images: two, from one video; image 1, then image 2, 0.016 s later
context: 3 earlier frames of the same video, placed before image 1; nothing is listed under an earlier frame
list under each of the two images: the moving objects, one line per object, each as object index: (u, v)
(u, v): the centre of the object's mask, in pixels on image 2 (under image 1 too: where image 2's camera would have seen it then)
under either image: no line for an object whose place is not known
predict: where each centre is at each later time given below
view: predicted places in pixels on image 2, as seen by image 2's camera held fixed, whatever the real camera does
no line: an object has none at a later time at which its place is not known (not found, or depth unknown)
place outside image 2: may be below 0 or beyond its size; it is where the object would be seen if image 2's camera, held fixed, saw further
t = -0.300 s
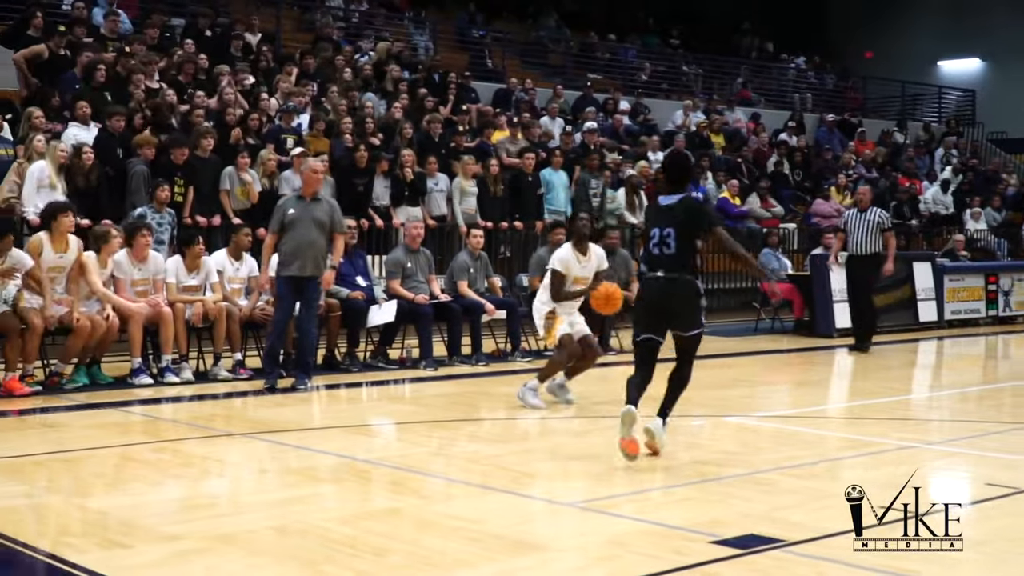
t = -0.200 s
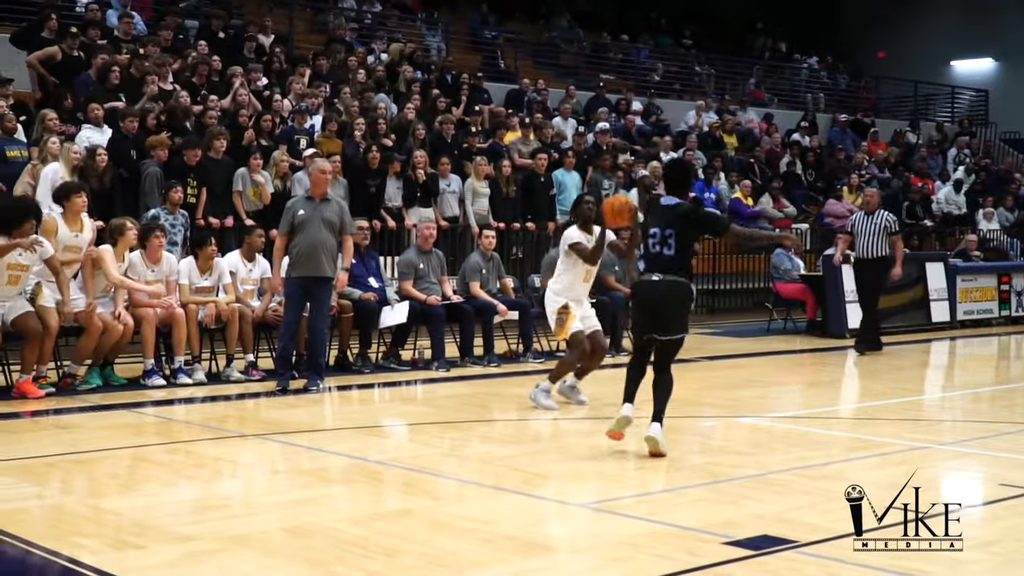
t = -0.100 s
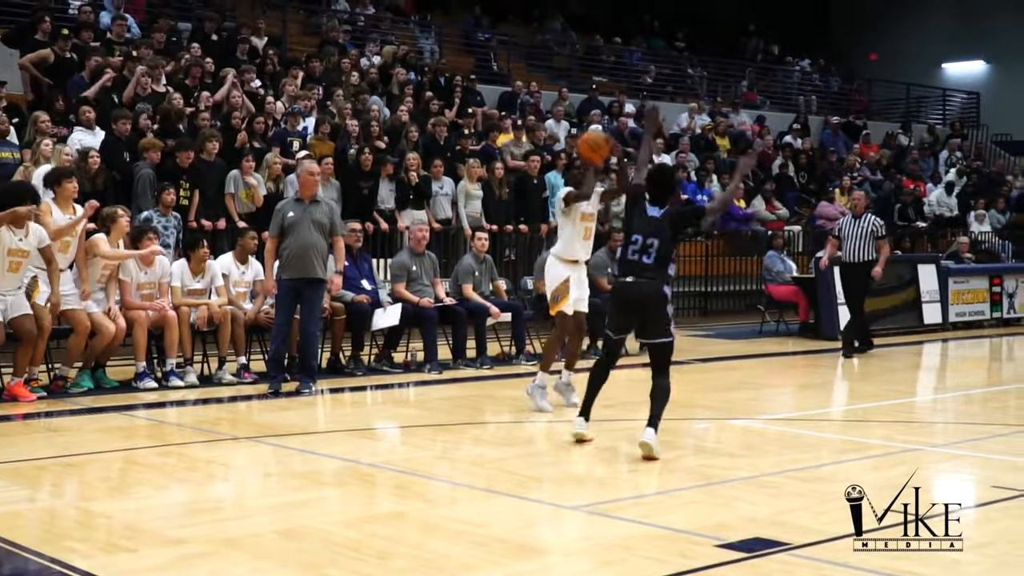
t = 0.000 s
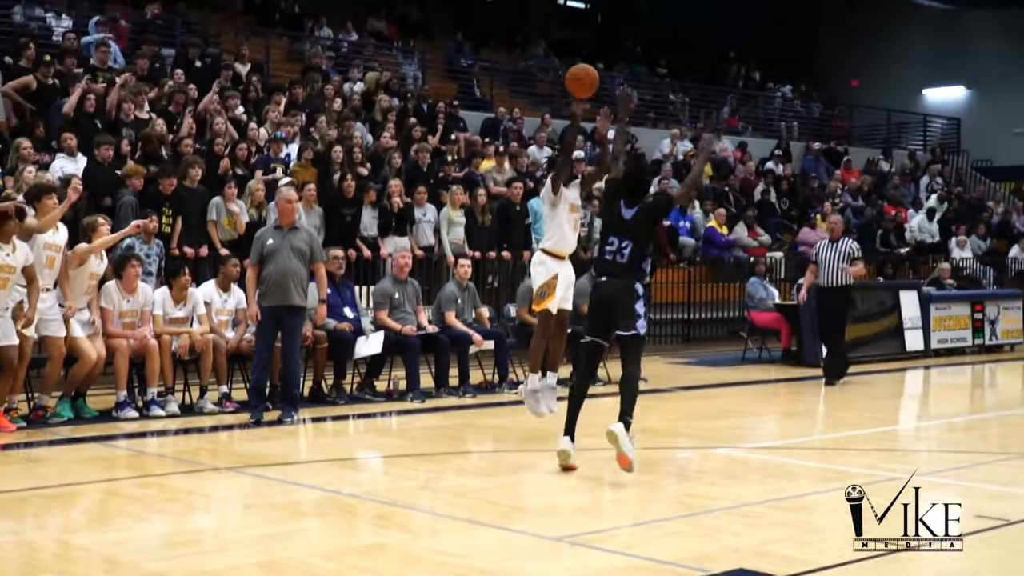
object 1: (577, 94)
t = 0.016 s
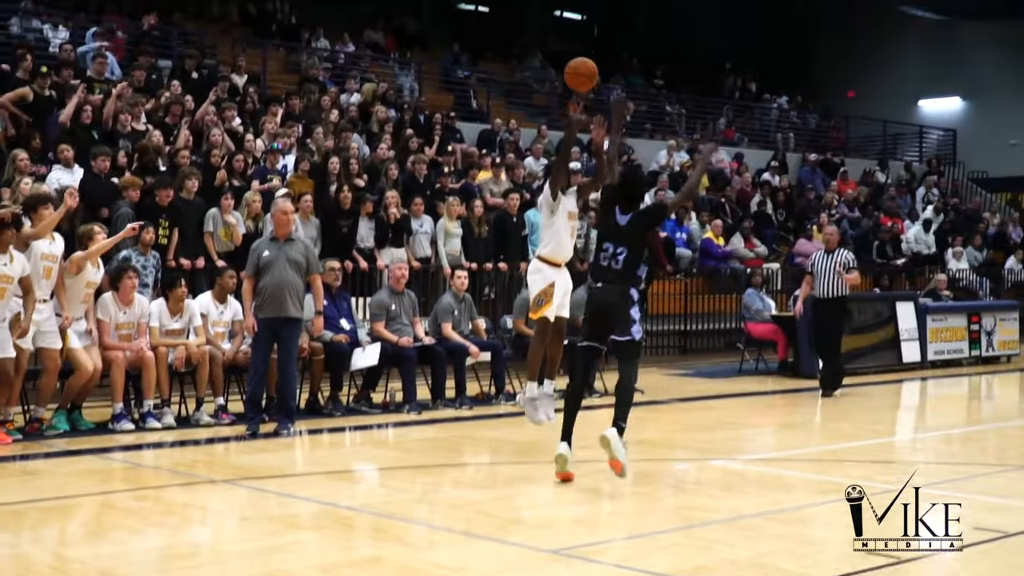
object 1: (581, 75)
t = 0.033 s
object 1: (584, 56)
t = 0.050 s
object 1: (589, 36)
